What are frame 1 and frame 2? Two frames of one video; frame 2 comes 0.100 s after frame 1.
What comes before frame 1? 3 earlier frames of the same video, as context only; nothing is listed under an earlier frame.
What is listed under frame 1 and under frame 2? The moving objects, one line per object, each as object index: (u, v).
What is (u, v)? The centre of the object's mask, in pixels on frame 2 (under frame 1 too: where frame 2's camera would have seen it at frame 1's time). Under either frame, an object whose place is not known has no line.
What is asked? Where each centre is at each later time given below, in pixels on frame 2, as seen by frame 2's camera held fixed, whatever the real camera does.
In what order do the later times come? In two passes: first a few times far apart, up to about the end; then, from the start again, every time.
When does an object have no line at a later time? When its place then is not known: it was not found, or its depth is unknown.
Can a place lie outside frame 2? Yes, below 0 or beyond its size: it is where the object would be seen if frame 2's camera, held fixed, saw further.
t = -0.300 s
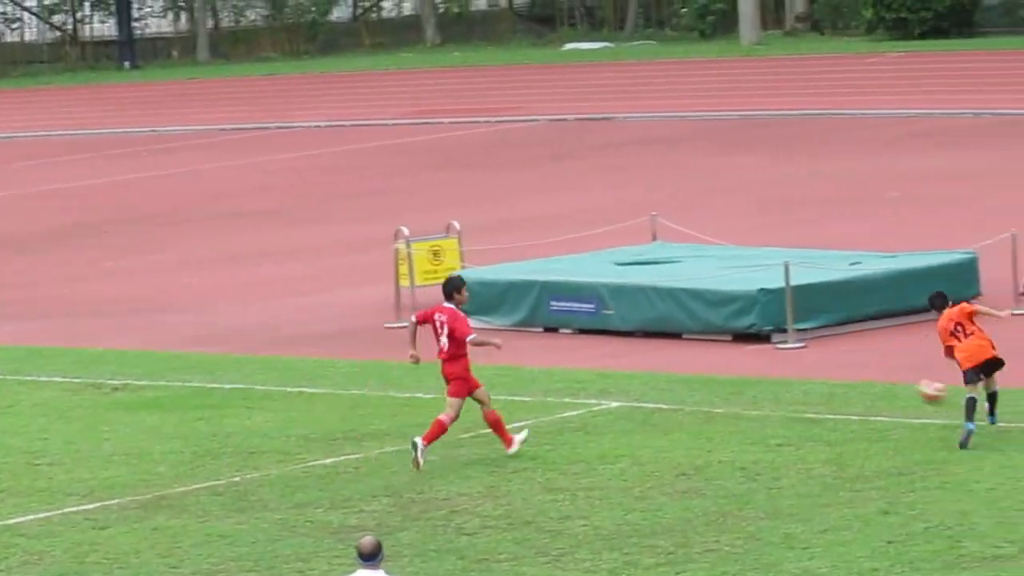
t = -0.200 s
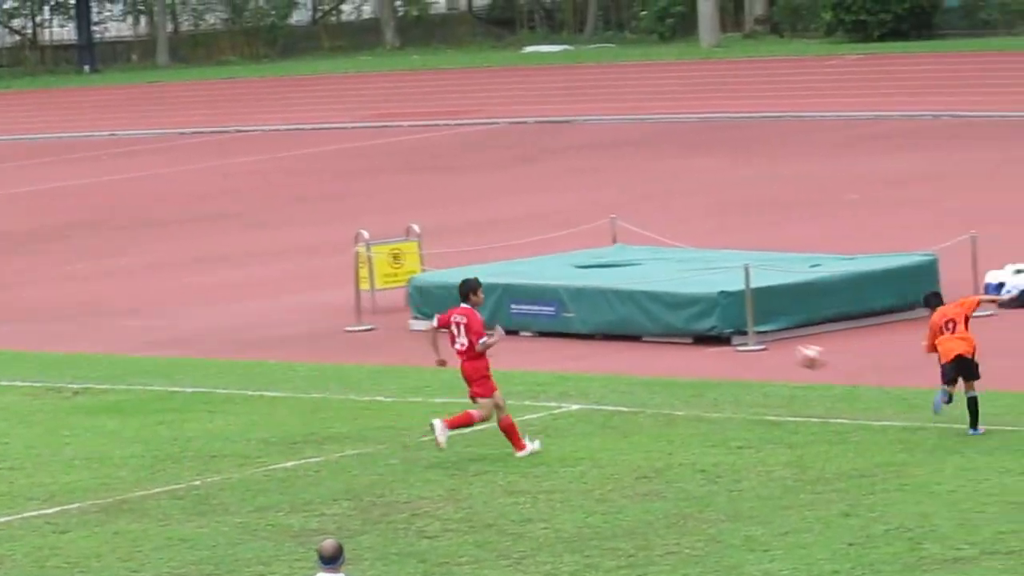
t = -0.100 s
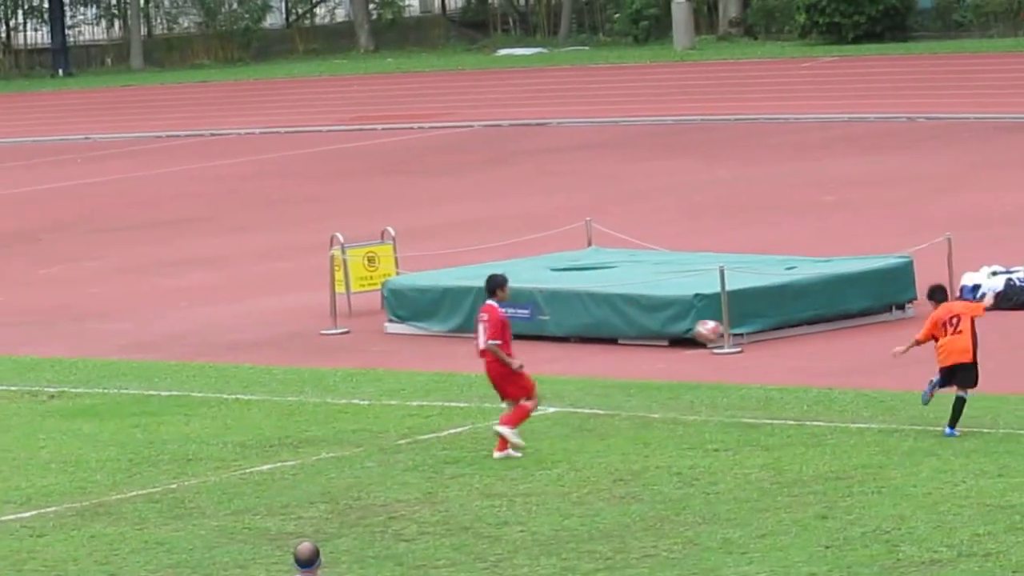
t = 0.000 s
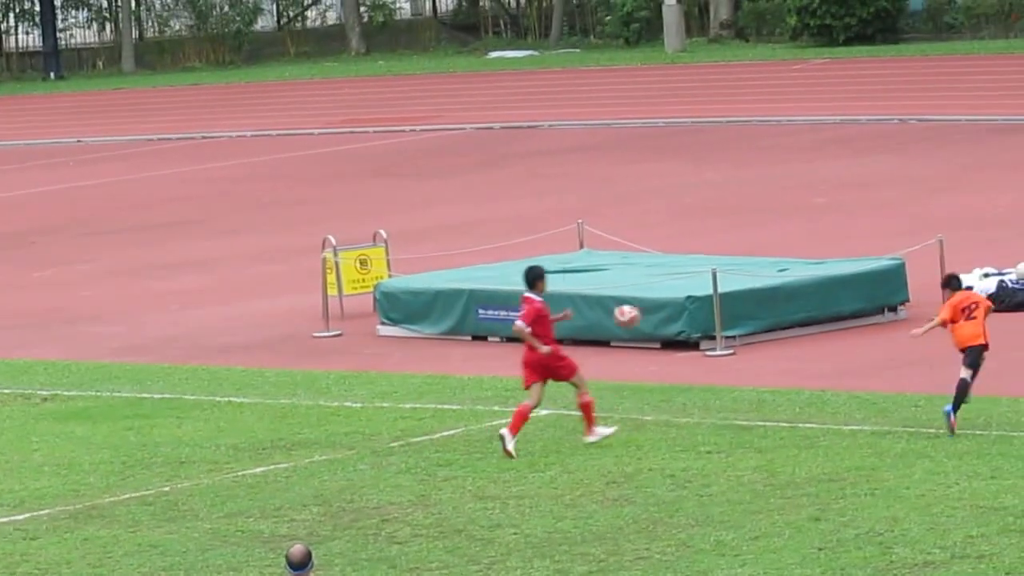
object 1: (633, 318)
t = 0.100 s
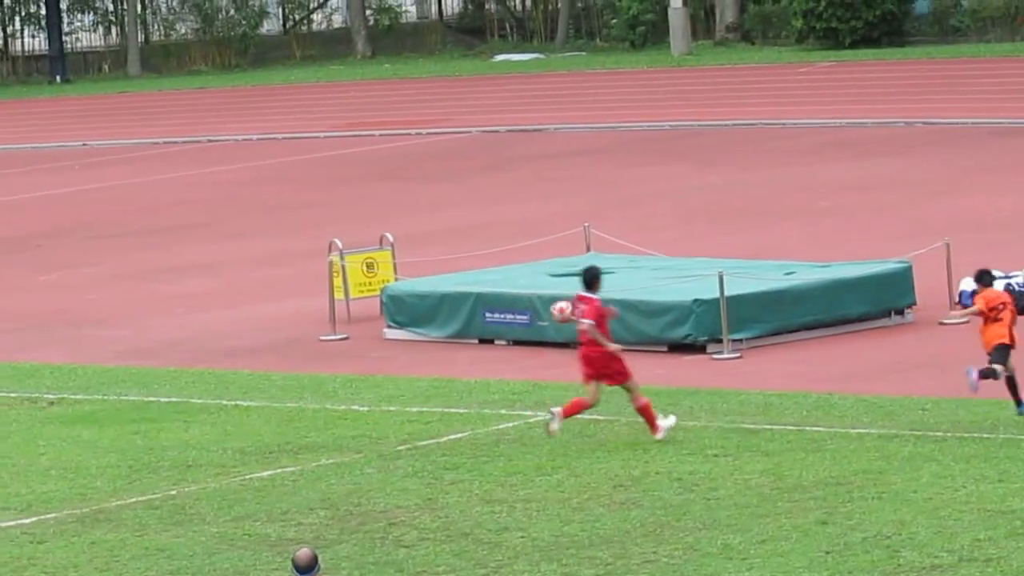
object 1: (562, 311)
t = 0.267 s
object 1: (451, 318)
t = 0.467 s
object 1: (327, 356)
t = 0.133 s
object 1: (540, 311)
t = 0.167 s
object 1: (518, 311)
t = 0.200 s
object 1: (494, 312)
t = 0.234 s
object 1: (473, 315)
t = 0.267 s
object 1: (451, 318)
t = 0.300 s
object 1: (431, 322)
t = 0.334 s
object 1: (410, 327)
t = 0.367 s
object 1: (389, 333)
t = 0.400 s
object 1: (369, 340)
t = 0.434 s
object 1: (347, 348)
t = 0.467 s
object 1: (327, 356)
